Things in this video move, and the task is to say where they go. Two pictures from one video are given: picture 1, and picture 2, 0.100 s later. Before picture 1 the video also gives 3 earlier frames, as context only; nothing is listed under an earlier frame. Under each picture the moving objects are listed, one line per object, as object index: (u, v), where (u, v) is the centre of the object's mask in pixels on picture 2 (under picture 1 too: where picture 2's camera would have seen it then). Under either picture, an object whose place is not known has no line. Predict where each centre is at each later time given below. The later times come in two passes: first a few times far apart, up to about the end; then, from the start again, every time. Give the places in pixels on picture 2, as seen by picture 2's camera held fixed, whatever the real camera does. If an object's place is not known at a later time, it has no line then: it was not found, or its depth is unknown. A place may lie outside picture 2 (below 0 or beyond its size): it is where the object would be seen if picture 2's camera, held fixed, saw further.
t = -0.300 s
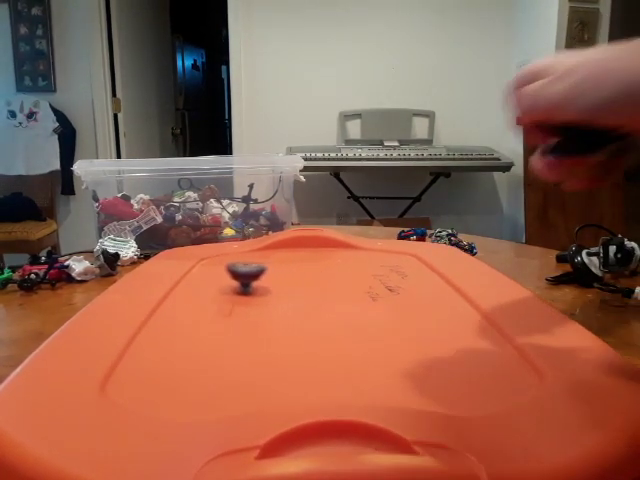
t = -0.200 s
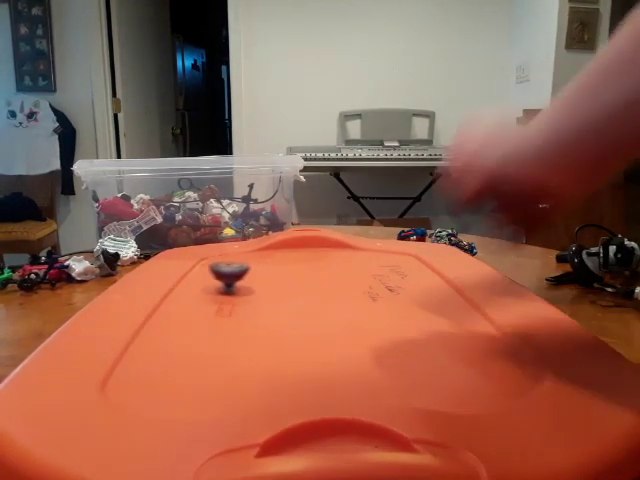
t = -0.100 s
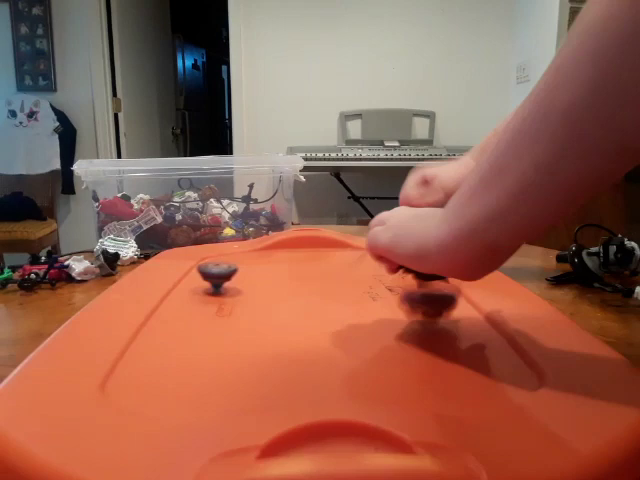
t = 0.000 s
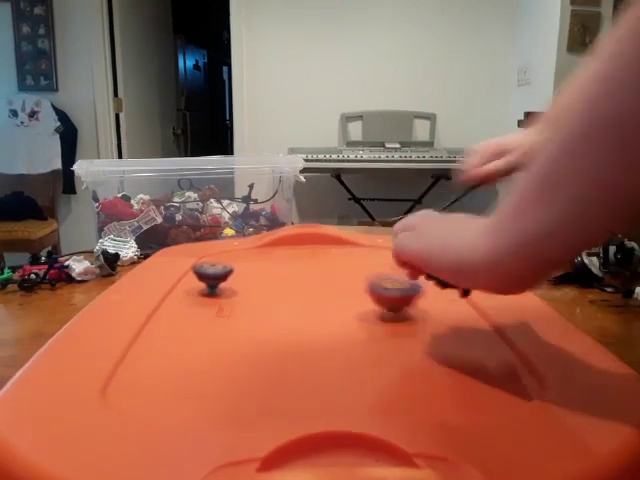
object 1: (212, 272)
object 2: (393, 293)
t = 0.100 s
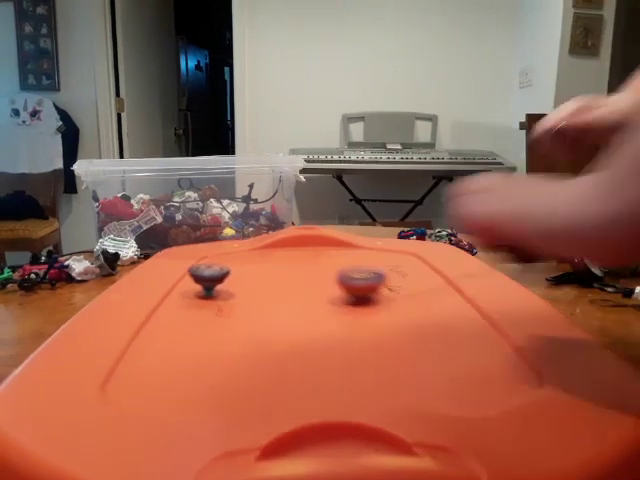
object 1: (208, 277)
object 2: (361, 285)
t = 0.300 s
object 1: (202, 278)
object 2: (287, 263)
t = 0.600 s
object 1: (239, 285)
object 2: (224, 250)
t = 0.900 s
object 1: (307, 288)
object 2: (228, 250)
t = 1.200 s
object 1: (367, 279)
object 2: (264, 255)
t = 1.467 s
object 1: (380, 267)
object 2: (297, 263)
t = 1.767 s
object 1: (368, 258)
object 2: (324, 274)
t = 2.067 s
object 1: (347, 253)
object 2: (335, 283)
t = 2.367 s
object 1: (321, 255)
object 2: (346, 286)
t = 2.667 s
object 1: (294, 260)
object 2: (345, 287)
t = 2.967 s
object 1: (271, 269)
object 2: (343, 289)
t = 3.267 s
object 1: (266, 287)
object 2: (333, 287)
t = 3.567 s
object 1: (298, 301)
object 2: (331, 284)
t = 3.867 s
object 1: (342, 305)
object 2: (316, 282)
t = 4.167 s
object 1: (373, 298)
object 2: (304, 282)
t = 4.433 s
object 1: (368, 288)
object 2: (296, 283)
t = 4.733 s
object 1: (339, 277)
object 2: (290, 284)
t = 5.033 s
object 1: (333, 270)
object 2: (273, 288)
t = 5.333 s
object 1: (319, 268)
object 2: (280, 290)
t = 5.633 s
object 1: (303, 266)
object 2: (292, 289)
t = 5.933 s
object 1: (306, 257)
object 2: (284, 299)
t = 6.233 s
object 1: (309, 246)
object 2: (295, 315)
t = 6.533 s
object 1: (306, 241)
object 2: (340, 313)
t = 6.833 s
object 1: (305, 243)
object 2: (350, 297)
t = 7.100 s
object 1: (305, 248)
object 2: (325, 282)
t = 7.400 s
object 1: (308, 255)
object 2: (277, 274)
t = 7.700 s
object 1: (314, 263)
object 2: (247, 278)
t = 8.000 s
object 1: (326, 275)
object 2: (267, 290)
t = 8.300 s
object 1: (388, 280)
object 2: (283, 294)
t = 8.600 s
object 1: (452, 273)
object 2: (247, 304)
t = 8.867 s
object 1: (409, 284)
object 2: (274, 309)
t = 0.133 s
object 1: (207, 279)
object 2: (349, 282)
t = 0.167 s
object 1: (205, 279)
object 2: (336, 278)
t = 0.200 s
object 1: (203, 279)
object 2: (323, 274)
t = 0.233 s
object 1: (202, 278)
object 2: (310, 270)
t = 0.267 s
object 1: (201, 279)
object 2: (299, 267)
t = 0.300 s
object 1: (202, 278)
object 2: (287, 263)
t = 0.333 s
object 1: (204, 280)
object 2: (277, 261)
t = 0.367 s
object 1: (208, 281)
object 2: (269, 259)
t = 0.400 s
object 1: (212, 282)
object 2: (261, 257)
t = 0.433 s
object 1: (217, 283)
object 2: (254, 255)
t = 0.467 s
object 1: (221, 283)
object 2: (247, 254)
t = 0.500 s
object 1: (224, 284)
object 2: (241, 253)
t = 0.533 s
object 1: (228, 284)
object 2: (234, 252)
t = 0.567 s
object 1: (233, 285)
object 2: (228, 251)
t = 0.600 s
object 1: (239, 285)
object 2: (224, 250)
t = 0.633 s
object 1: (246, 287)
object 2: (218, 250)
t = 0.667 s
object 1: (253, 287)
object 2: (214, 249)
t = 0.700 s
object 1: (260, 288)
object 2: (212, 247)
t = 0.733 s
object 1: (268, 289)
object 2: (210, 246)
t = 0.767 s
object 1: (275, 289)
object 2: (212, 247)
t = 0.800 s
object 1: (283, 289)
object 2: (216, 248)
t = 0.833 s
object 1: (291, 289)
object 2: (220, 249)
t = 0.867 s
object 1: (299, 289)
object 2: (225, 250)
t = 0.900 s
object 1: (307, 288)
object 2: (228, 250)
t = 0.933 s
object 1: (315, 287)
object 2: (231, 250)
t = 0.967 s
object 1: (322, 287)
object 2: (235, 251)
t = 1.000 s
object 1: (330, 286)
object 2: (239, 251)
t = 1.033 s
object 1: (338, 285)
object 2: (243, 252)
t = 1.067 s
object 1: (346, 284)
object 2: (248, 253)
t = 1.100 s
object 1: (352, 284)
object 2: (252, 253)
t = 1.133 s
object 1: (358, 282)
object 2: (256, 253)
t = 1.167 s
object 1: (363, 281)
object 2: (260, 254)
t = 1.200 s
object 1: (367, 279)
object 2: (264, 255)
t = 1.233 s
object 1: (371, 278)
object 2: (268, 257)
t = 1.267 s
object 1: (374, 276)
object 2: (272, 257)
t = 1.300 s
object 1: (376, 275)
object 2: (276, 258)
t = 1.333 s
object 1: (378, 273)
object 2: (280, 259)
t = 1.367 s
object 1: (379, 272)
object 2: (284, 260)
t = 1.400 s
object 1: (380, 270)
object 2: (288, 261)
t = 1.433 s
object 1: (381, 268)
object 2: (293, 262)
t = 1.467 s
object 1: (380, 267)
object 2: (297, 263)
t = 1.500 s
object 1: (380, 266)
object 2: (300, 265)
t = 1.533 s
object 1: (379, 265)
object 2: (303, 265)
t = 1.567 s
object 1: (378, 263)
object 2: (307, 266)
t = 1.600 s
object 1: (377, 262)
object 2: (310, 267)
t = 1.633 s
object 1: (375, 261)
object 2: (313, 268)
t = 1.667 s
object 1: (374, 260)
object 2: (316, 270)
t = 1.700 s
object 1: (372, 260)
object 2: (319, 271)
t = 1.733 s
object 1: (370, 259)
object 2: (322, 272)
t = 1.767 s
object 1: (368, 258)
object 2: (324, 274)
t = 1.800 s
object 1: (366, 258)
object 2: (326, 275)
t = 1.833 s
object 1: (364, 257)
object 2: (328, 277)
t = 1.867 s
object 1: (362, 256)
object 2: (330, 278)
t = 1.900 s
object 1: (359, 256)
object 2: (331, 279)
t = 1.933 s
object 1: (357, 255)
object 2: (333, 279)
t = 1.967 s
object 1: (354, 254)
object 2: (334, 281)
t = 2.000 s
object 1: (352, 254)
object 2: (335, 281)
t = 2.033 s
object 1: (350, 254)
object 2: (335, 282)
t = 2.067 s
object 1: (347, 253)
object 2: (335, 283)
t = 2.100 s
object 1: (345, 253)
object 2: (336, 283)
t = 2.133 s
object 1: (342, 253)
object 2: (338, 283)
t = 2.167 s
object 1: (340, 253)
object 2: (339, 283)
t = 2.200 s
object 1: (337, 253)
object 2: (340, 283)
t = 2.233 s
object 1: (334, 253)
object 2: (342, 285)
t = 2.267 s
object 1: (331, 254)
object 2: (343, 285)
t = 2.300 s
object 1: (328, 255)
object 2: (345, 286)
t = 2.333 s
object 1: (325, 255)
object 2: (346, 286)
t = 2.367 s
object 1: (321, 255)
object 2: (346, 286)
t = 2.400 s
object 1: (318, 255)
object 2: (346, 286)
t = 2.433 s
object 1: (315, 255)
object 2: (346, 286)
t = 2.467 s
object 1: (312, 256)
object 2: (346, 287)
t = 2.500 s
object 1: (309, 257)
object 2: (346, 287)
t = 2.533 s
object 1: (306, 257)
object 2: (346, 287)
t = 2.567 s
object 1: (303, 257)
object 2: (345, 287)
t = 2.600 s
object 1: (300, 258)
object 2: (345, 287)
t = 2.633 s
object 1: (297, 258)
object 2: (345, 287)
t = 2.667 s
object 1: (294, 260)
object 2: (345, 287)
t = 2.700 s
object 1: (292, 260)
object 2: (346, 287)
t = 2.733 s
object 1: (289, 261)
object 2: (346, 287)
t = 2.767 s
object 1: (286, 262)
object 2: (347, 287)
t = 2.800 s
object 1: (284, 262)
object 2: (347, 287)
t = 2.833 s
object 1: (281, 264)
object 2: (346, 288)
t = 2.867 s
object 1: (278, 266)
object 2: (346, 288)
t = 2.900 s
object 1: (275, 267)
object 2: (345, 288)
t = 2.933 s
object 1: (273, 268)
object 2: (344, 289)
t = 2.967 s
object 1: (271, 269)
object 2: (343, 289)
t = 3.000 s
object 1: (269, 271)
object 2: (341, 289)
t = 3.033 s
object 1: (267, 273)
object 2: (339, 289)
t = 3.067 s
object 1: (266, 275)
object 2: (337, 289)
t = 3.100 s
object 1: (265, 277)
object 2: (336, 288)
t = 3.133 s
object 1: (264, 279)
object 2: (335, 288)
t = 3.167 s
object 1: (264, 280)
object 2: (335, 288)
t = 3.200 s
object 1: (264, 283)
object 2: (334, 287)
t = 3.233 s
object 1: (265, 285)
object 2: (334, 287)
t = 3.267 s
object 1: (266, 287)
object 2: (333, 287)
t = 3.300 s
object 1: (268, 288)
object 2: (333, 287)
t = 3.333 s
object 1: (270, 290)
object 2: (333, 286)
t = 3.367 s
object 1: (274, 293)
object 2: (333, 286)
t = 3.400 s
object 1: (277, 295)
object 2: (333, 286)
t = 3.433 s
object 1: (280, 296)
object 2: (333, 286)
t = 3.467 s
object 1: (284, 297)
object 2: (332, 286)
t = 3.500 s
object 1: (288, 299)
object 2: (332, 285)
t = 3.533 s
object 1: (293, 300)
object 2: (332, 285)
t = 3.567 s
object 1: (298, 301)
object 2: (331, 284)
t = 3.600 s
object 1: (302, 302)
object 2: (331, 283)
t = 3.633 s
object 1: (307, 302)
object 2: (330, 283)
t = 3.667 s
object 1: (312, 303)
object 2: (328, 281)
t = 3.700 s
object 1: (317, 304)
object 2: (326, 279)
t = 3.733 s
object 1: (322, 304)
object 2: (324, 279)
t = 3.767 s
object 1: (327, 304)
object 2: (322, 279)
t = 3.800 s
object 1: (332, 305)
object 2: (320, 280)
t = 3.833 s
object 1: (337, 305)
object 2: (318, 282)
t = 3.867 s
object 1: (342, 305)
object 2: (316, 282)
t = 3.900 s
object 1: (347, 305)
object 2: (315, 283)
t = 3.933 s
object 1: (352, 304)
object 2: (314, 283)
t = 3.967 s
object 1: (356, 304)
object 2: (312, 283)
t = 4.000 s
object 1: (360, 303)
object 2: (311, 283)
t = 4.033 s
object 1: (363, 302)
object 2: (310, 283)
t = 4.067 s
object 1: (366, 302)
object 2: (308, 283)
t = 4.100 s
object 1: (368, 301)
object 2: (307, 283)
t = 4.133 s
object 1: (371, 299)
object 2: (305, 282)
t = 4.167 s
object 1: (373, 298)
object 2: (304, 282)
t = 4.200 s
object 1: (374, 297)
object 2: (303, 283)
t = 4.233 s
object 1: (375, 296)
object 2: (302, 283)
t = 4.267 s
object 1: (375, 295)
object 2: (301, 282)
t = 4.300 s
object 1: (375, 294)
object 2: (300, 283)
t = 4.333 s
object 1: (374, 292)
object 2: (299, 283)
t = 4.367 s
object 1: (372, 291)
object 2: (298, 283)
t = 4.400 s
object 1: (371, 289)
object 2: (297, 283)
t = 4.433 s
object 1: (368, 288)
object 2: (296, 283)
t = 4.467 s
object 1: (366, 286)
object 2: (295, 284)
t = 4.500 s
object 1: (363, 285)
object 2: (294, 284)
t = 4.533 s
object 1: (359, 284)
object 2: (294, 284)
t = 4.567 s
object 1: (356, 283)
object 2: (293, 283)
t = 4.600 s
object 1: (352, 281)
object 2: (293, 284)
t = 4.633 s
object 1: (348, 280)
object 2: (293, 284)
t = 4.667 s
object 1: (343, 279)
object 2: (293, 284)
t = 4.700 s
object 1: (339, 278)
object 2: (293, 284)
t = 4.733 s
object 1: (339, 277)
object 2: (290, 284)
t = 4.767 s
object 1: (339, 276)
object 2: (287, 285)
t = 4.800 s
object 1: (339, 275)
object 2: (284, 285)
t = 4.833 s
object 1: (339, 274)
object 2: (281, 285)
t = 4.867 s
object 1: (338, 274)
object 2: (279, 286)
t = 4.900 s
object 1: (337, 273)
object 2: (277, 287)
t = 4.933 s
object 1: (336, 272)
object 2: (275, 287)
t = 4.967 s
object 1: (335, 271)
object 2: (274, 287)
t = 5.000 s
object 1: (334, 271)
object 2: (274, 287)
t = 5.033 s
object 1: (333, 270)
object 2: (273, 288)
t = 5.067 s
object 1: (332, 270)
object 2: (273, 289)
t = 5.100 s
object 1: (330, 269)
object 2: (273, 289)
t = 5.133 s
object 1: (329, 269)
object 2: (274, 289)
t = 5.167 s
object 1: (327, 268)
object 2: (274, 289)
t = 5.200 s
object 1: (326, 268)
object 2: (275, 289)
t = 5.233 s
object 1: (324, 268)
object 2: (276, 290)
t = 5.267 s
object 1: (322, 268)
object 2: (277, 290)
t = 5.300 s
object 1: (321, 268)
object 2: (279, 290)
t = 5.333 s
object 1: (319, 268)
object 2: (280, 290)
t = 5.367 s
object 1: (317, 268)
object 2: (282, 290)
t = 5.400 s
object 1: (315, 267)
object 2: (283, 290)
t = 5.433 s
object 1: (313, 267)
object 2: (284, 290)
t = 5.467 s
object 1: (311, 267)
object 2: (285, 289)
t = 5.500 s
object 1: (310, 267)
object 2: (286, 290)
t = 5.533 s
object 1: (308, 267)
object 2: (287, 290)
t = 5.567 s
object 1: (306, 266)
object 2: (289, 289)
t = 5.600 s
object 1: (305, 266)
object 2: (290, 289)
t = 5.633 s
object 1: (303, 266)
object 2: (292, 289)
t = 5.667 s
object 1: (301, 266)
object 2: (294, 289)
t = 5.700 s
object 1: (299, 266)
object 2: (295, 288)
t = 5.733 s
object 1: (299, 265)
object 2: (295, 288)
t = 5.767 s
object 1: (301, 264)
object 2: (293, 290)
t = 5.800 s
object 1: (302, 263)
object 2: (291, 292)
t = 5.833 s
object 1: (303, 261)
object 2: (290, 293)
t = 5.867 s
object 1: (304, 260)
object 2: (288, 296)
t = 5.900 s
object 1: (305, 258)
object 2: (286, 298)
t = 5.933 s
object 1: (306, 257)
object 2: (284, 299)
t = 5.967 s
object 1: (306, 255)
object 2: (282, 301)
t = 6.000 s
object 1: (306, 254)
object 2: (281, 303)
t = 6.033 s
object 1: (307, 252)
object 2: (281, 305)
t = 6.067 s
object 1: (307, 251)
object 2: (281, 307)
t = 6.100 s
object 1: (308, 250)
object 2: (282, 309)
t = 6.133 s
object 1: (308, 249)
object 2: (284, 310)
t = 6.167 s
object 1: (308, 248)
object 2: (287, 312)
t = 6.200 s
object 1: (308, 246)
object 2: (291, 314)
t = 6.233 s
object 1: (309, 246)
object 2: (295, 315)
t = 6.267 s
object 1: (309, 244)
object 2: (300, 316)
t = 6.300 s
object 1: (309, 244)
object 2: (306, 317)
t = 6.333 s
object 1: (309, 243)
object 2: (311, 317)
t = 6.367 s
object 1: (309, 242)
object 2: (317, 317)
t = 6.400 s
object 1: (309, 241)
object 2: (322, 317)
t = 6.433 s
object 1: (309, 241)
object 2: (327, 317)
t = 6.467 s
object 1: (309, 241)
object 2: (332, 316)
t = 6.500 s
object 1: (308, 240)
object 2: (336, 315)
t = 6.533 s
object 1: (306, 241)
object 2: (340, 313)
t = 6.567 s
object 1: (305, 241)
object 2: (343, 312)
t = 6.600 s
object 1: (305, 241)
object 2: (347, 311)
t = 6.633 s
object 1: (304, 241)
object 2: (349, 309)
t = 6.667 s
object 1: (304, 241)
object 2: (351, 307)
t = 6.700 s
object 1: (304, 242)
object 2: (352, 306)
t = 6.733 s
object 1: (304, 242)
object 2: (352, 304)
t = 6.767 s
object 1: (304, 243)
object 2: (352, 301)
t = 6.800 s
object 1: (305, 243)
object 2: (351, 299)
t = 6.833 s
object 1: (305, 243)
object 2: (350, 297)
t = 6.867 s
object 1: (305, 244)
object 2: (348, 294)
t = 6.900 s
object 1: (305, 244)
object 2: (345, 292)
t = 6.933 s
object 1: (304, 245)
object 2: (343, 290)
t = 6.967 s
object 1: (304, 245)
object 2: (340, 289)
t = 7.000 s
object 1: (304, 246)
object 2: (337, 287)
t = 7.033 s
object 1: (304, 247)
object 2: (334, 285)
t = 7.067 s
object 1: (305, 248)
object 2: (329, 284)
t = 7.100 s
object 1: (305, 248)
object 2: (325, 282)
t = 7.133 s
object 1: (305, 249)
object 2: (321, 281)
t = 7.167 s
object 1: (305, 249)
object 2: (316, 280)
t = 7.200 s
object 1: (305, 249)
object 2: (310, 278)
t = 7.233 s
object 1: (306, 250)
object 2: (304, 277)
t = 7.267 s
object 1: (306, 251)
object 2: (299, 277)
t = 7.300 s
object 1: (307, 252)
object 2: (292, 276)
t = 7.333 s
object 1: (308, 253)
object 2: (286, 275)
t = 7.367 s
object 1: (308, 254)
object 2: (282, 274)
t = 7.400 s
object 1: (308, 255)
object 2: (277, 274)
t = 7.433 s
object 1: (309, 256)
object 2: (272, 274)
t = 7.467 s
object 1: (309, 257)
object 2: (267, 274)
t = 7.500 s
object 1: (310, 258)
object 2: (263, 274)
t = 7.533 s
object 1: (310, 258)
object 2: (259, 274)
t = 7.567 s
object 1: (311, 259)
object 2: (256, 275)
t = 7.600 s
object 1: (311, 260)
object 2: (253, 275)
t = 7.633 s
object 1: (312, 261)
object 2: (250, 276)
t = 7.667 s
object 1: (313, 262)
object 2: (248, 276)
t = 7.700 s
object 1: (314, 263)
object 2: (247, 278)
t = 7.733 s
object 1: (315, 264)
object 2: (246, 278)
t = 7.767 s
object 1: (316, 265)
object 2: (247, 280)
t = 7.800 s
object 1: (317, 267)
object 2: (247, 282)
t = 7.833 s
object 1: (318, 268)
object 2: (249, 283)
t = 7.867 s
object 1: (320, 269)
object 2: (251, 284)
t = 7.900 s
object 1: (321, 271)
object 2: (254, 286)
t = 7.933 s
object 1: (323, 272)
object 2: (257, 288)
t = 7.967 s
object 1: (325, 274)
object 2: (262, 289)
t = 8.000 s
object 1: (326, 275)
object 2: (267, 290)
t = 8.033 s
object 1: (328, 276)
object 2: (273, 291)
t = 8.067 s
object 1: (331, 277)
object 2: (280, 292)
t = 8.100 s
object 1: (333, 279)
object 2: (286, 293)
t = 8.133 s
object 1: (335, 280)
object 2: (292, 293)
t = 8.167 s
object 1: (338, 281)
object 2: (298, 293)
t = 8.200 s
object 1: (348, 281)
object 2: (299, 293)
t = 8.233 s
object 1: (363, 282)
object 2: (294, 293)
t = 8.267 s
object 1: (376, 281)
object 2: (288, 294)
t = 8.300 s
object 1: (388, 280)
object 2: (283, 294)
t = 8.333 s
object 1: (398, 280)
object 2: (276, 295)
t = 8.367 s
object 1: (409, 279)
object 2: (270, 296)
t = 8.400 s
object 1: (418, 279)
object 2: (264, 297)
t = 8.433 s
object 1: (427, 278)
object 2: (259, 297)
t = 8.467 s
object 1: (436, 278)
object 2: (255, 298)
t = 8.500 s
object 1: (443, 277)
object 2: (251, 300)
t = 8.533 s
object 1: (452, 277)
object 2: (249, 301)
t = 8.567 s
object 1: (455, 275)
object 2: (247, 302)
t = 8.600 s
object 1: (452, 273)
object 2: (247, 304)
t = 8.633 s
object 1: (446, 276)
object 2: (248, 305)
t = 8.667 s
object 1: (441, 277)
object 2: (250, 306)
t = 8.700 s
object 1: (435, 278)
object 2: (252, 307)
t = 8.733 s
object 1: (430, 278)
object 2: (256, 308)
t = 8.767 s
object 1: (425, 279)
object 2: (259, 309)
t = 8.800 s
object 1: (420, 281)
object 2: (264, 309)
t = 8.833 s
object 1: (415, 282)
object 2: (269, 309)
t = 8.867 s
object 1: (409, 284)
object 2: (274, 309)
